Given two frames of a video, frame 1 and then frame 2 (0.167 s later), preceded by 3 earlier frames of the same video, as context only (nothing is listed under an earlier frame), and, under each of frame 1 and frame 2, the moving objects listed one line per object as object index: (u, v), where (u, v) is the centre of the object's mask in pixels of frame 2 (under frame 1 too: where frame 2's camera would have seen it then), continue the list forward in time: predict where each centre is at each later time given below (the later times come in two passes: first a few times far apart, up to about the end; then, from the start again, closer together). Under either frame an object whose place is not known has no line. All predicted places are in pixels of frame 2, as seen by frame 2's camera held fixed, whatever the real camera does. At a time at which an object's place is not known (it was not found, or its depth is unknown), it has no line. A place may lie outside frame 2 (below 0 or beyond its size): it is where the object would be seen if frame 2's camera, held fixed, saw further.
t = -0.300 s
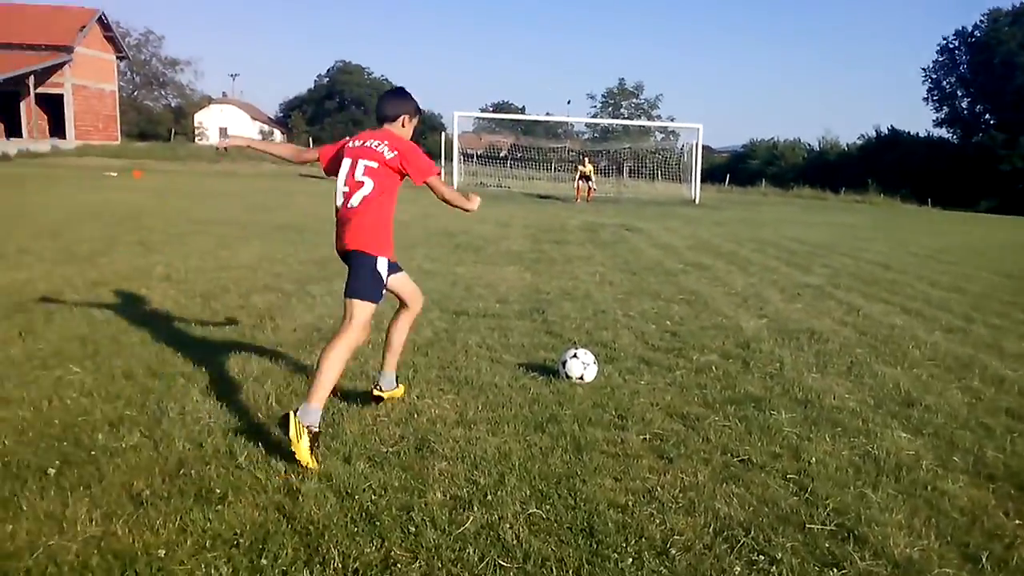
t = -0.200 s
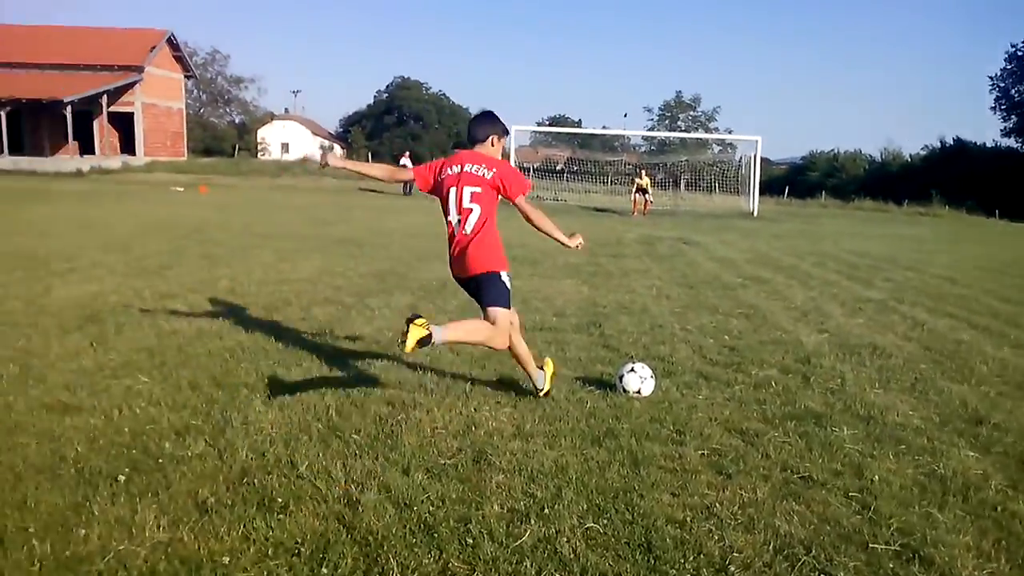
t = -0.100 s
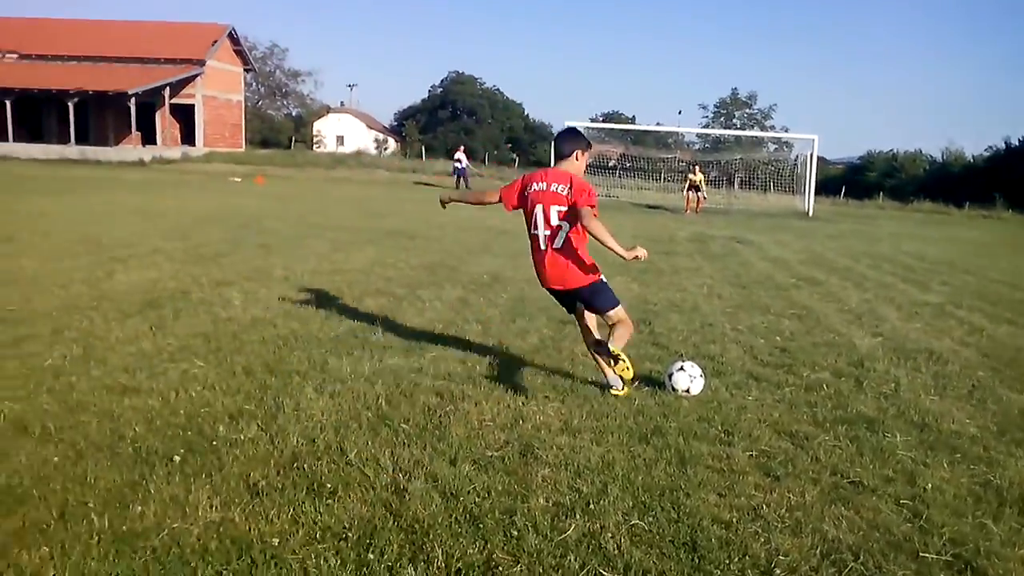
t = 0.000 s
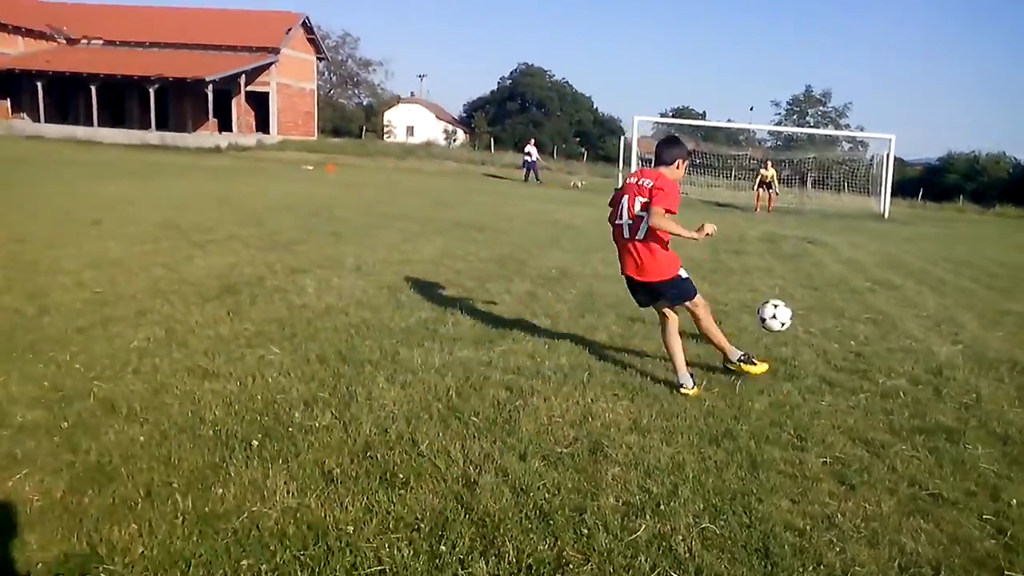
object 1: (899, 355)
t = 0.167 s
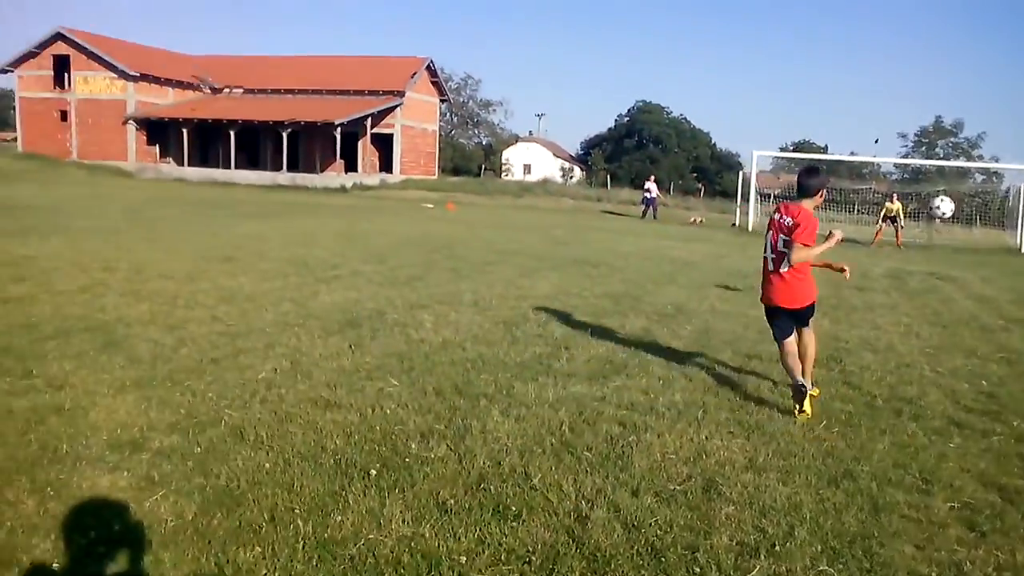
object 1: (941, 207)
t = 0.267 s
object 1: (956, 166)
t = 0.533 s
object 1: (979, 120)
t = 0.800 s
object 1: (983, 118)
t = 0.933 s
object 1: (984, 124)
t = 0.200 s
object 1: (947, 191)
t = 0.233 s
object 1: (952, 178)
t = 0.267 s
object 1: (956, 166)
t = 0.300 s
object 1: (959, 156)
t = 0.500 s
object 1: (978, 122)
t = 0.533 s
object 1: (979, 120)
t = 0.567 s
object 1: (979, 117)
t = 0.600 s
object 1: (981, 116)
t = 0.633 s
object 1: (982, 115)
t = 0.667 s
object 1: (983, 115)
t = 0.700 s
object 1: (983, 115)
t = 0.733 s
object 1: (983, 116)
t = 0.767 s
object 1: (984, 116)
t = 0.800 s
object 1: (983, 118)
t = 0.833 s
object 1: (983, 118)
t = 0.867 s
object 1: (983, 120)
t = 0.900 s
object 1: (983, 122)
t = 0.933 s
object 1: (984, 124)
